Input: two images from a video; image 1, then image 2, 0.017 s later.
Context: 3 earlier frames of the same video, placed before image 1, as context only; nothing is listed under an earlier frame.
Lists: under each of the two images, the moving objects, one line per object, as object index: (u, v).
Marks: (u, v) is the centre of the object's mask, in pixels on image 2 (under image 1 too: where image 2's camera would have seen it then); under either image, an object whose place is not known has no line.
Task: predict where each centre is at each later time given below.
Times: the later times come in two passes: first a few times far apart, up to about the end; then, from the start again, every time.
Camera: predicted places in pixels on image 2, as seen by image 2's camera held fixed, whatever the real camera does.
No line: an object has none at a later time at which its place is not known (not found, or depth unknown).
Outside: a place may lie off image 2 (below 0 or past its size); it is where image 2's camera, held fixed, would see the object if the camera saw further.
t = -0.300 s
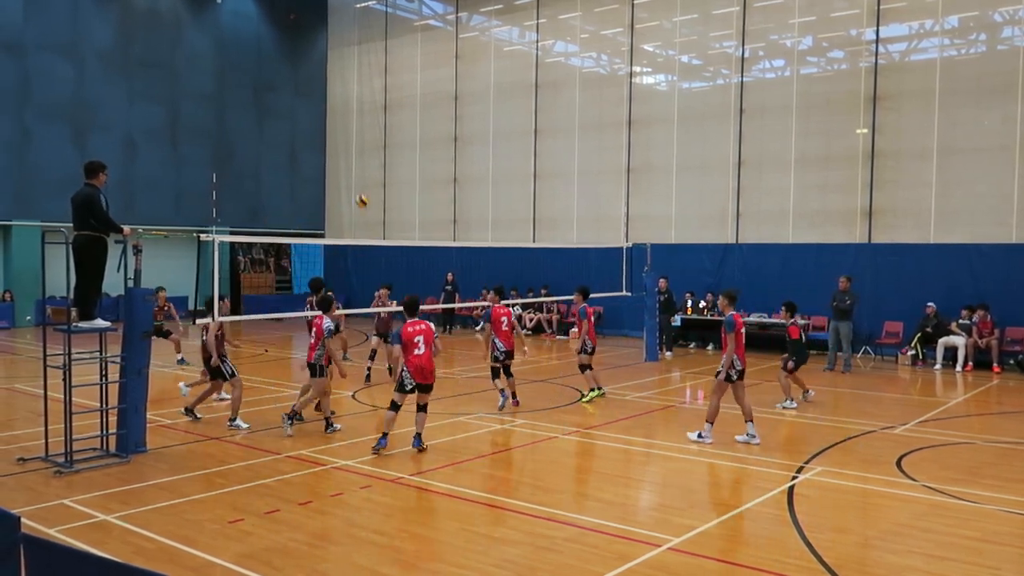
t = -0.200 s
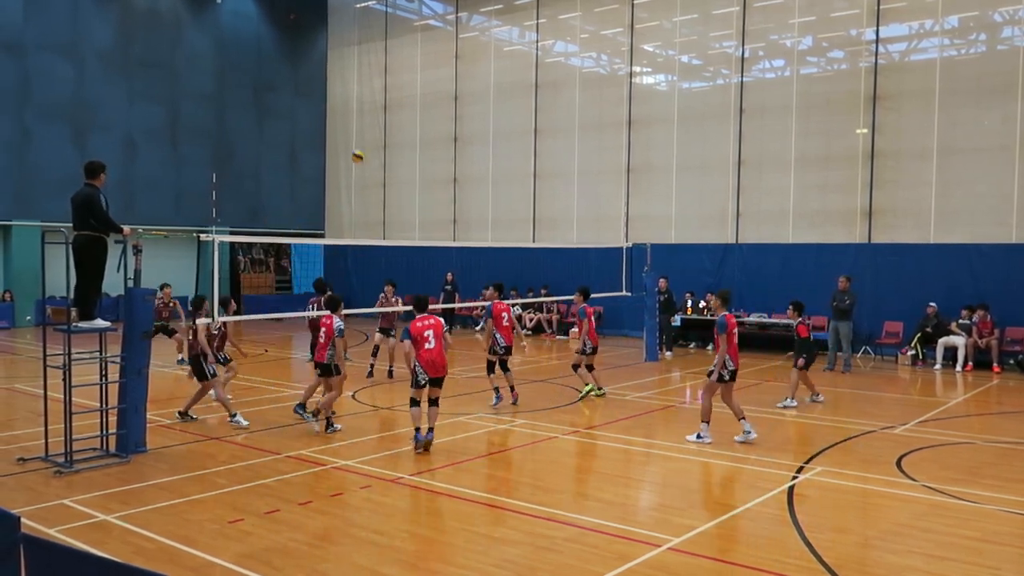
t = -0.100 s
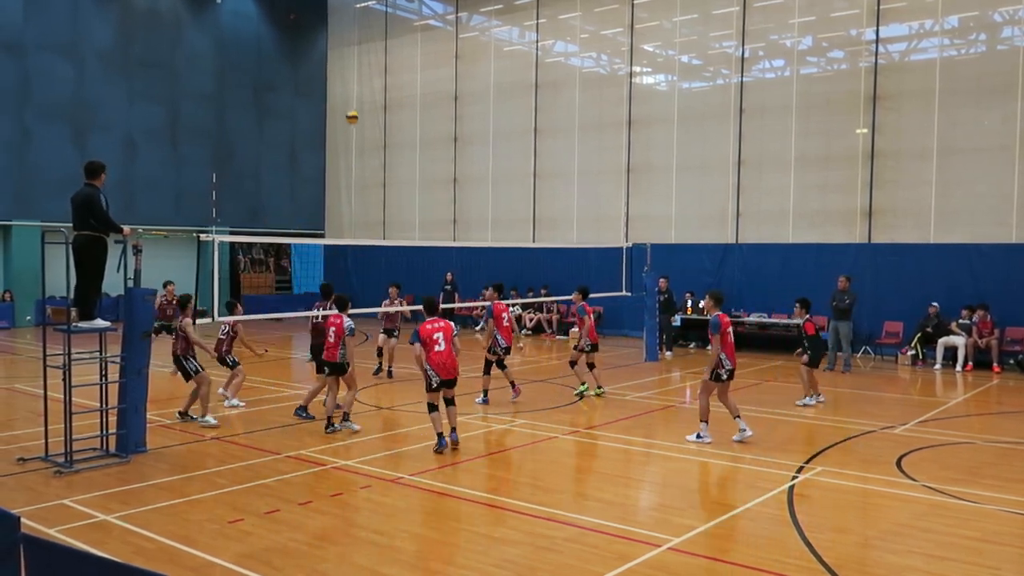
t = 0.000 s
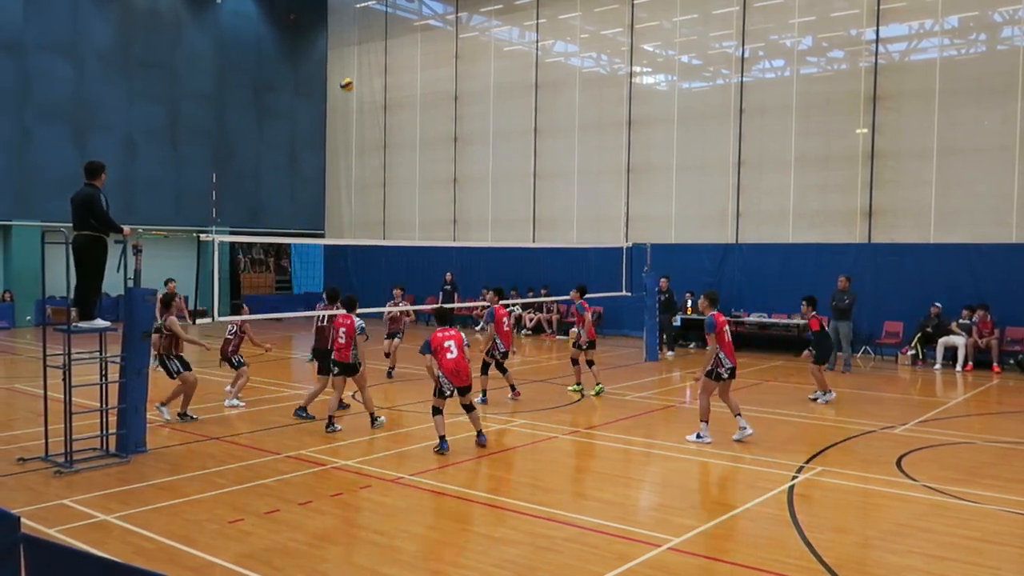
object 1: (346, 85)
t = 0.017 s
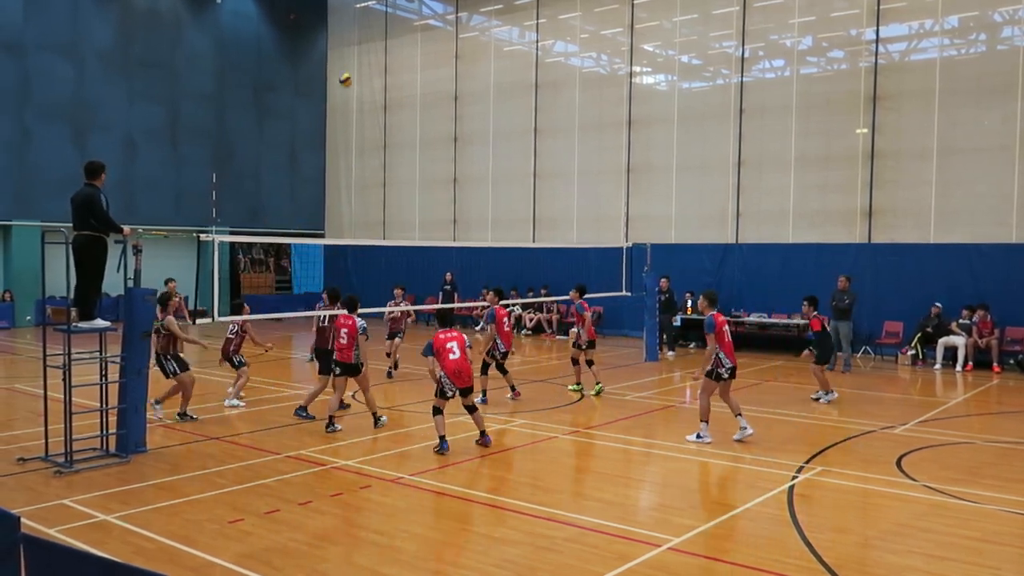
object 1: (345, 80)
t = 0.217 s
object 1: (333, 36)
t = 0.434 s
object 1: (320, 17)
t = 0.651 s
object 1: (308, 28)
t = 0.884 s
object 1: (296, 73)
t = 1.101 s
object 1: (285, 146)
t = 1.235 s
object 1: (279, 205)
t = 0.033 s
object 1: (344, 75)
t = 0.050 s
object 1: (343, 71)
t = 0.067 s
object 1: (342, 66)
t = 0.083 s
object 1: (341, 62)
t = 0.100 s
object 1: (340, 59)
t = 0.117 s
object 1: (339, 55)
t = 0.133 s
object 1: (338, 51)
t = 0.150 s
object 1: (338, 48)
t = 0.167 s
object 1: (336, 44)
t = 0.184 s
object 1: (335, 41)
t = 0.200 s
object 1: (334, 38)
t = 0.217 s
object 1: (333, 36)
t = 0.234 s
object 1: (333, 33)
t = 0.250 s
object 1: (332, 31)
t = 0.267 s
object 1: (330, 28)
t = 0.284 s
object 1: (329, 27)
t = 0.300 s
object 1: (328, 25)
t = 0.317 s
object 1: (328, 23)
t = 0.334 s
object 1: (327, 22)
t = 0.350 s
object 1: (326, 21)
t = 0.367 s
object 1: (325, 19)
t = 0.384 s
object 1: (324, 18)
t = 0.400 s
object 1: (323, 18)
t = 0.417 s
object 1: (322, 17)
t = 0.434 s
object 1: (320, 17)
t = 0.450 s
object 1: (320, 17)
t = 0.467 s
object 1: (319, 17)
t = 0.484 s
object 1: (318, 17)
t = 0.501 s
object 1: (317, 17)
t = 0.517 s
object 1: (316, 17)
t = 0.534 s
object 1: (315, 18)
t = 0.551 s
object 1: (314, 19)
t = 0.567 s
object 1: (313, 20)
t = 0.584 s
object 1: (312, 21)
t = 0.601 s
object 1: (311, 23)
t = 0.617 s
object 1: (310, 24)
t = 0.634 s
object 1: (309, 26)
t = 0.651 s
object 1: (308, 28)
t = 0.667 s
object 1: (307, 30)
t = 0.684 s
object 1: (306, 32)
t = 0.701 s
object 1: (305, 34)
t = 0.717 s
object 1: (304, 37)
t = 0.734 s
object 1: (303, 40)
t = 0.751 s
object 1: (302, 43)
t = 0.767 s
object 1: (302, 46)
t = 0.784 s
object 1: (301, 50)
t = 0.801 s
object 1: (300, 53)
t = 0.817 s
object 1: (299, 57)
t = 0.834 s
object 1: (298, 61)
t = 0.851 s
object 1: (297, 65)
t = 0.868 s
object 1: (296, 69)
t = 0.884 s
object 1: (296, 73)
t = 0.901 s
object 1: (295, 78)
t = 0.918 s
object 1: (294, 83)
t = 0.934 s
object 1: (293, 88)
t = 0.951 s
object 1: (292, 93)
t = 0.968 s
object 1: (291, 98)
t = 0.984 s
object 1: (290, 103)
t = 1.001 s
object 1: (290, 109)
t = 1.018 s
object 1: (289, 115)
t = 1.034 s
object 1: (288, 121)
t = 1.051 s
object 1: (287, 127)
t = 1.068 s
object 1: (286, 133)
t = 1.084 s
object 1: (285, 139)
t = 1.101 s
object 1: (285, 146)
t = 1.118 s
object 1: (284, 153)
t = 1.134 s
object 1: (283, 160)
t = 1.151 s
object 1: (283, 167)
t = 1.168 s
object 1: (282, 174)
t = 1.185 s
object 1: (281, 181)
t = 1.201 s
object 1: (281, 188)
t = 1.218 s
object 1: (280, 197)
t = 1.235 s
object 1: (279, 205)
